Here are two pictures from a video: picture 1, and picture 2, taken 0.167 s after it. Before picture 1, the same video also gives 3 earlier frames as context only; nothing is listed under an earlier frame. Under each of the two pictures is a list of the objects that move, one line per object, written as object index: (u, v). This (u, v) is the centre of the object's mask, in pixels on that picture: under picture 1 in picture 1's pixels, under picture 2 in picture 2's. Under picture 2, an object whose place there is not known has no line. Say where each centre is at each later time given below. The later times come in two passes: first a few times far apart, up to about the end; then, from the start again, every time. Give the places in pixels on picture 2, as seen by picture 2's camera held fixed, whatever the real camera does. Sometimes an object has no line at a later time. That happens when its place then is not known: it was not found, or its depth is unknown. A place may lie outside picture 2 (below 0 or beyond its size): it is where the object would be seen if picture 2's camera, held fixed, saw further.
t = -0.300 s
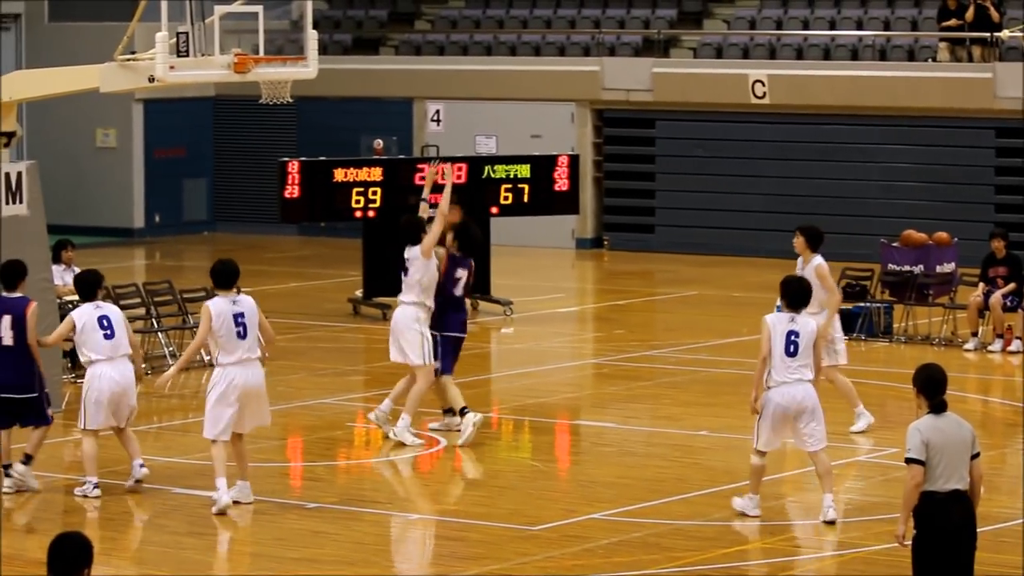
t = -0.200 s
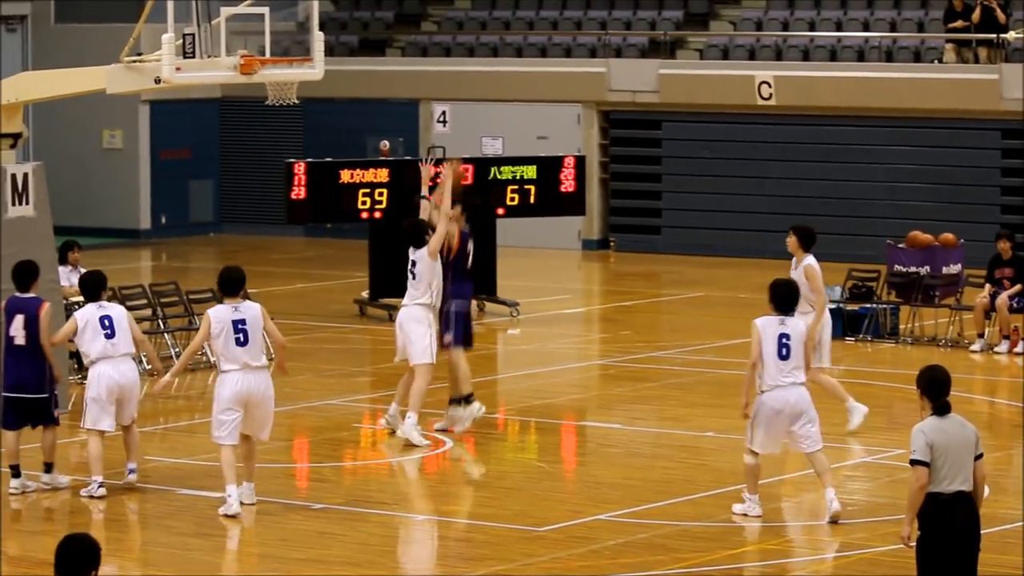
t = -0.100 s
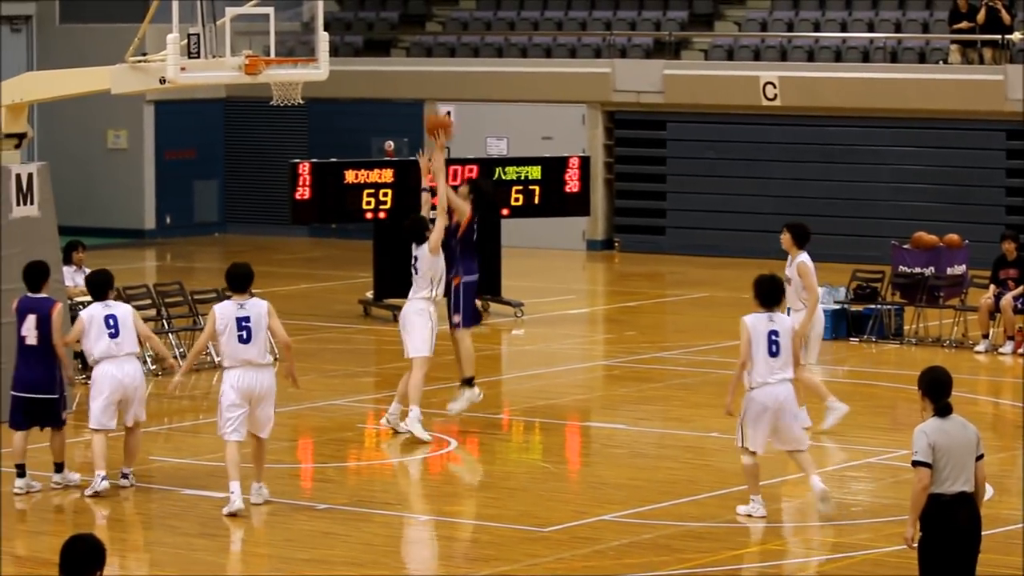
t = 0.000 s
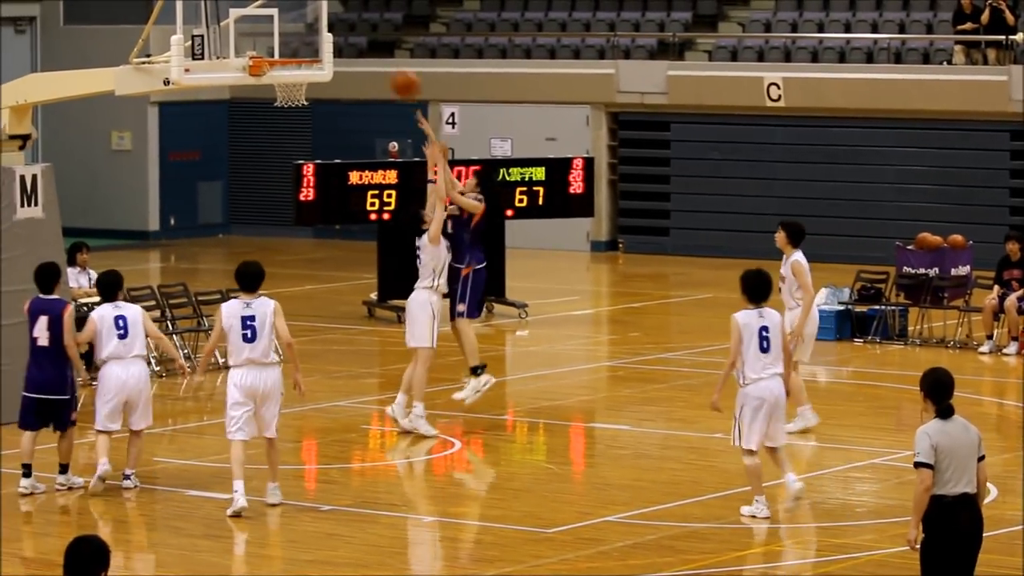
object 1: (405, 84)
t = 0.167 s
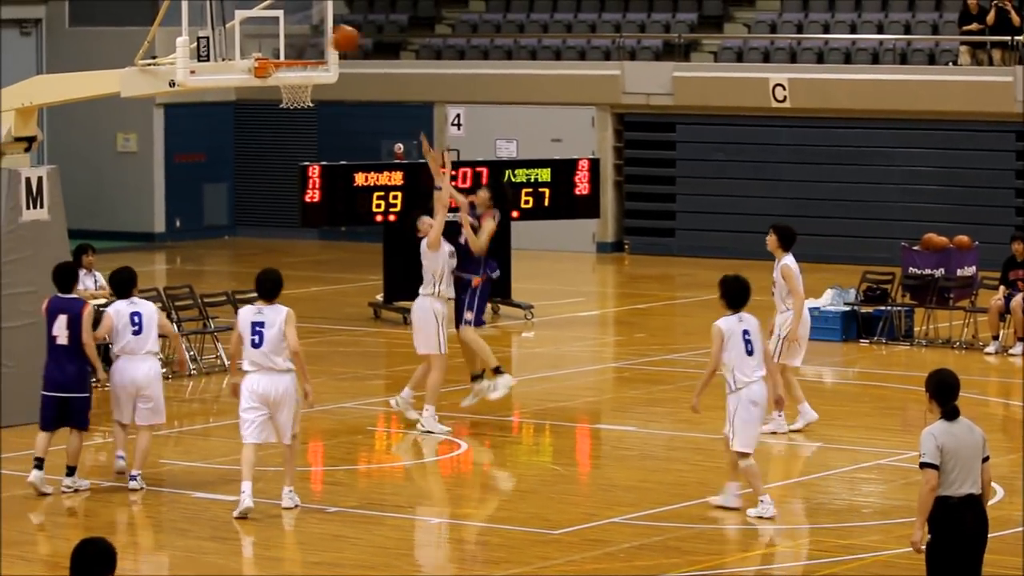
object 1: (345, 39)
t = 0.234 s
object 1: (318, 30)
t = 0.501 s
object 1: (330, 45)
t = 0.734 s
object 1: (358, 45)
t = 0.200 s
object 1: (332, 34)
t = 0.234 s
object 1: (318, 30)
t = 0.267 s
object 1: (317, 28)
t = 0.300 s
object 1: (320, 27)
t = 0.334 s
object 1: (321, 28)
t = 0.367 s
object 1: (322, 29)
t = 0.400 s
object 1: (324, 32)
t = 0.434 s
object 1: (325, 36)
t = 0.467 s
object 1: (327, 42)
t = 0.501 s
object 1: (330, 45)
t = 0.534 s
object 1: (334, 41)
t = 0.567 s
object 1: (338, 39)
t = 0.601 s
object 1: (342, 37)
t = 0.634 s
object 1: (346, 38)
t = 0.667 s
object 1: (350, 39)
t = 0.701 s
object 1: (354, 42)
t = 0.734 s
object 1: (358, 45)
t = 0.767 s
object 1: (362, 51)
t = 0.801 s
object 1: (366, 56)
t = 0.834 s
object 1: (371, 66)
